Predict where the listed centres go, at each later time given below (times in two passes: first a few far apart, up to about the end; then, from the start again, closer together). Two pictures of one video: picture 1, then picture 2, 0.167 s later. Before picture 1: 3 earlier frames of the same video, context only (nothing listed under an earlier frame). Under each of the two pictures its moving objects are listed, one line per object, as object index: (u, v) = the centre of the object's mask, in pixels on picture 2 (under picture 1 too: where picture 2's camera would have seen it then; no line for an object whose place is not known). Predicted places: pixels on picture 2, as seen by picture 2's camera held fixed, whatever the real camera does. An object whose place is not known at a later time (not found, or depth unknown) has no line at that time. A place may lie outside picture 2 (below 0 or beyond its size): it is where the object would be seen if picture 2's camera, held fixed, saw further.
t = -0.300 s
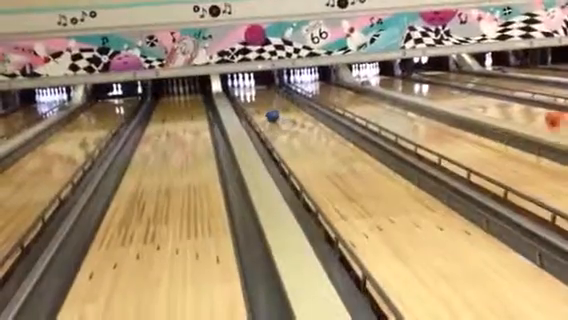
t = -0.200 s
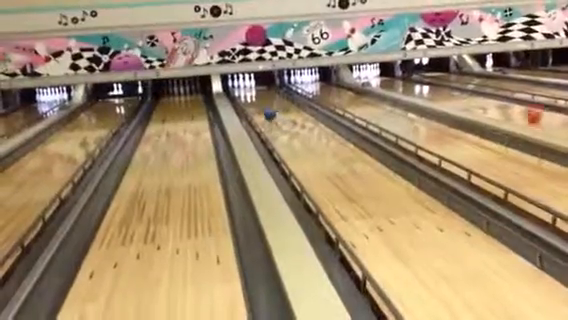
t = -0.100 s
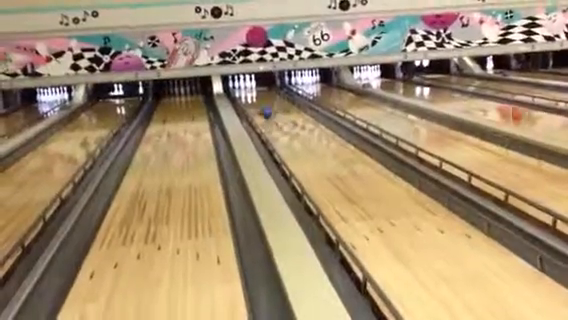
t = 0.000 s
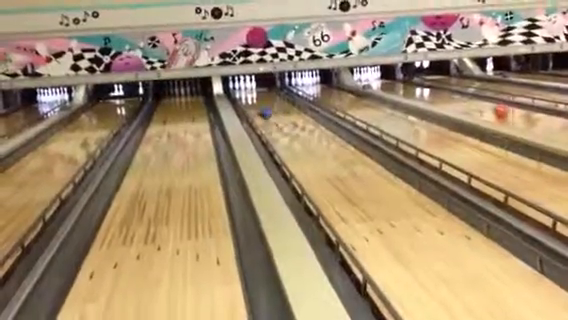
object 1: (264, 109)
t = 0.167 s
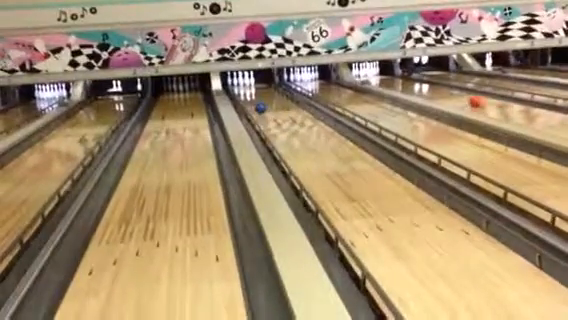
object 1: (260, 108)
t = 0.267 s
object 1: (259, 107)
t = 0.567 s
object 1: (252, 104)
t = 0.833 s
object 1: (248, 101)
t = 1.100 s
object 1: (247, 98)
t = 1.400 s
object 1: (245, 96)
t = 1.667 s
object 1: (242, 94)
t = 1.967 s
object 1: (240, 92)
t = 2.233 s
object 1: (237, 90)
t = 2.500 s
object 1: (233, 88)
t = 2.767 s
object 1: (235, 88)
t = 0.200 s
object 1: (260, 108)
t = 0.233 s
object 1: (259, 107)
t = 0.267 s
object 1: (259, 107)
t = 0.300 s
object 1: (257, 107)
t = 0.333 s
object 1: (255, 107)
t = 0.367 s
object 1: (255, 107)
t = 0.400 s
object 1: (255, 107)
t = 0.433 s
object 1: (254, 105)
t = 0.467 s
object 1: (254, 105)
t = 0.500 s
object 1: (253, 105)
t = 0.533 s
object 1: (252, 105)
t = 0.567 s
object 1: (252, 104)
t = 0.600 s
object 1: (252, 104)
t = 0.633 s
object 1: (250, 104)
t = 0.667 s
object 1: (248, 102)
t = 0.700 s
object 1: (248, 101)
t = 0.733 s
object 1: (248, 101)
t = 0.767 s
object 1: (248, 101)
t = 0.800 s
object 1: (247, 101)
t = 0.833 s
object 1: (248, 101)
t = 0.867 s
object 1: (248, 101)
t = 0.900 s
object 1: (248, 101)
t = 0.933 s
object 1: (248, 101)
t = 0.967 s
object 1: (248, 100)
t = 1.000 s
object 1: (247, 99)
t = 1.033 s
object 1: (247, 99)
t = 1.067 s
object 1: (247, 99)
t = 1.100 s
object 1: (247, 98)
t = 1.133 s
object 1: (247, 98)
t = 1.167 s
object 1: (247, 98)
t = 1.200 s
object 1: (247, 97)
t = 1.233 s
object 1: (246, 97)
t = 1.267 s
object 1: (246, 97)
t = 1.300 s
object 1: (246, 97)
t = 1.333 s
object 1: (246, 97)
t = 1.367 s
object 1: (245, 96)
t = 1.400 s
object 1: (245, 96)
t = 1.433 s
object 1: (245, 96)
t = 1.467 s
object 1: (244, 95)
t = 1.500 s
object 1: (243, 95)
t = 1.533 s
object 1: (243, 95)
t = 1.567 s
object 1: (243, 95)
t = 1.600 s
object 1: (243, 94)
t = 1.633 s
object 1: (242, 94)
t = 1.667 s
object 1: (242, 94)
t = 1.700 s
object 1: (242, 94)
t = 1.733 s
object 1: (241, 93)
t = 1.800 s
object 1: (241, 92)
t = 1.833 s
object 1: (241, 92)
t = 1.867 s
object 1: (240, 91)
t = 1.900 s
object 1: (240, 92)
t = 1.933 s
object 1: (240, 92)
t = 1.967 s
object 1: (240, 92)
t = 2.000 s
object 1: (239, 91)
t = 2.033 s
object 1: (237, 90)
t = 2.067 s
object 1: (238, 91)
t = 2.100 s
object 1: (238, 91)
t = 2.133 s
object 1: (238, 90)
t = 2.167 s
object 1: (238, 90)
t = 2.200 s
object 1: (237, 90)
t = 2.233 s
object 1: (237, 90)
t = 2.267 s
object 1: (235, 89)
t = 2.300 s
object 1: (235, 89)
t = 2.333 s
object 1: (235, 89)
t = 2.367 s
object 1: (236, 89)
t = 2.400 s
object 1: (236, 89)
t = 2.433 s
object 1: (236, 88)
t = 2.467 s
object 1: (236, 89)
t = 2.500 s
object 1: (233, 88)
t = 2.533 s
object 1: (233, 88)
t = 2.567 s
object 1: (236, 87)
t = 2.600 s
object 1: (234, 88)
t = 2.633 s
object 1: (235, 87)
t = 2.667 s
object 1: (234, 88)
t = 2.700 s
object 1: (234, 89)
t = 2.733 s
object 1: (235, 88)
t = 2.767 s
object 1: (235, 88)
